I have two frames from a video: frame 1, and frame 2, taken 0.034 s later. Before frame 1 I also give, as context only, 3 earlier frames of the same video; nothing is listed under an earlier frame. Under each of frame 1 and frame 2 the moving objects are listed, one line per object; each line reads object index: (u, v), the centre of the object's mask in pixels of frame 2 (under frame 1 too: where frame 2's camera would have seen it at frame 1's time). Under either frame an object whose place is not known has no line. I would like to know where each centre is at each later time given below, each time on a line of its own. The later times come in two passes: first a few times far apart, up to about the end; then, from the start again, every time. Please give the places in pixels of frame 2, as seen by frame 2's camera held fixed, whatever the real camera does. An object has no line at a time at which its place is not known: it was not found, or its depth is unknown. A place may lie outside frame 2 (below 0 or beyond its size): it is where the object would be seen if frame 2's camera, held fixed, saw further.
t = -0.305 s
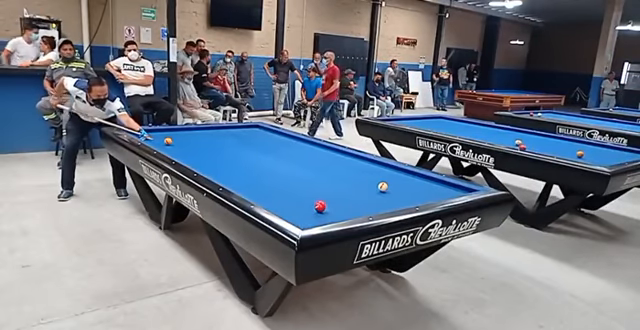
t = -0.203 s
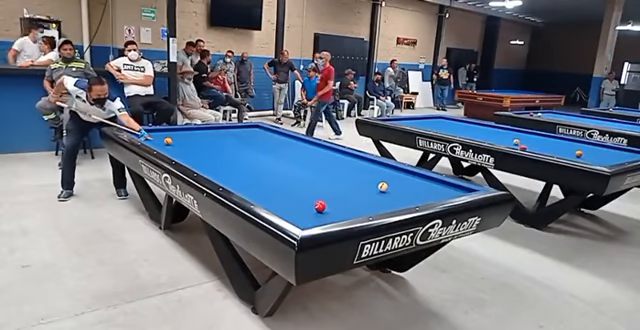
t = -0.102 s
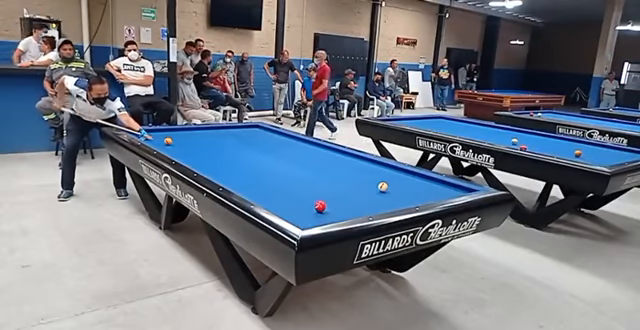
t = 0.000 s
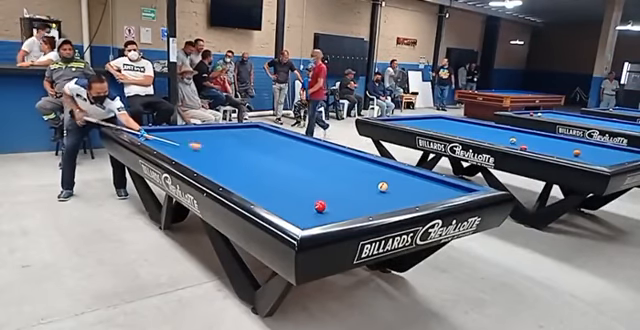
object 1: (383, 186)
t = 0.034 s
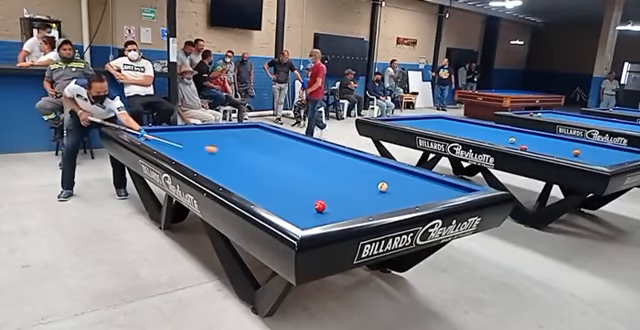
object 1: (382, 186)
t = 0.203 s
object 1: (382, 186)
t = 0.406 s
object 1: (386, 192)
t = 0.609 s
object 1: (382, 203)
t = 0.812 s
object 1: (347, 197)
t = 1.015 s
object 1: (316, 192)
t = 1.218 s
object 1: (286, 188)
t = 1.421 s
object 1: (258, 183)
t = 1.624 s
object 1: (232, 179)
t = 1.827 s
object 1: (212, 173)
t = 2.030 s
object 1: (211, 169)
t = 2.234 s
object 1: (210, 163)
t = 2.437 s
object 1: (209, 159)
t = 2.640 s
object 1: (207, 154)
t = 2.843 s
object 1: (206, 150)
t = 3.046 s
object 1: (205, 147)
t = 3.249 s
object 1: (204, 144)
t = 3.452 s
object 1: (203, 141)
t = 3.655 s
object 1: (203, 138)
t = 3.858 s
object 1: (202, 135)
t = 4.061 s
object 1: (201, 133)
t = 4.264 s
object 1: (200, 131)
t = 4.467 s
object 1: (199, 129)
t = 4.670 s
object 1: (201, 127)
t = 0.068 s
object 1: (382, 186)
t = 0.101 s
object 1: (383, 186)
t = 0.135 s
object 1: (382, 186)
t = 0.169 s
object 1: (382, 186)
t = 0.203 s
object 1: (382, 186)
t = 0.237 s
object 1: (383, 186)
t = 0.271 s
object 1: (383, 186)
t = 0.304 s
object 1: (383, 186)
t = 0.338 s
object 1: (383, 186)
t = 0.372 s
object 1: (384, 189)
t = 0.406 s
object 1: (386, 192)
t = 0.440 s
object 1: (388, 195)
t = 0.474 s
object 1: (391, 198)
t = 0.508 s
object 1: (393, 202)
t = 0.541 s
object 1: (395, 204)
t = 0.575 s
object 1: (389, 204)
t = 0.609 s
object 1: (382, 203)
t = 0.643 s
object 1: (376, 202)
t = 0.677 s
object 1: (369, 201)
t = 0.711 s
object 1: (363, 200)
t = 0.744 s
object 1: (358, 199)
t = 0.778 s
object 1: (352, 198)
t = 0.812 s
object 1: (347, 197)
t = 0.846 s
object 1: (342, 197)
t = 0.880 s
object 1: (336, 196)
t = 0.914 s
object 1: (331, 195)
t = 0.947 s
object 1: (326, 194)
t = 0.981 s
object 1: (321, 193)
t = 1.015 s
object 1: (316, 192)
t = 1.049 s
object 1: (311, 192)
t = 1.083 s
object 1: (306, 190)
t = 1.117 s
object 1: (301, 190)
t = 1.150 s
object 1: (296, 189)
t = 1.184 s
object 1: (291, 188)
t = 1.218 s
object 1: (286, 188)
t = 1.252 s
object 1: (282, 187)
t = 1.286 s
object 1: (277, 186)
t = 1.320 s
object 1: (272, 185)
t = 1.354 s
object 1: (267, 184)
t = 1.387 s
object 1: (263, 184)
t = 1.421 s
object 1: (258, 183)
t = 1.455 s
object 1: (254, 182)
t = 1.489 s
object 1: (250, 182)
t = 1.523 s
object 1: (245, 181)
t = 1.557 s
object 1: (241, 180)
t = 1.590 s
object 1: (236, 179)
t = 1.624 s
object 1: (232, 179)
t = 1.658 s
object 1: (228, 178)
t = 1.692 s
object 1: (224, 177)
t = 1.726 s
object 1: (219, 176)
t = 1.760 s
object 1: (215, 175)
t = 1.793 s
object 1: (213, 174)
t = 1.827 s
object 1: (212, 173)
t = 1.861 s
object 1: (213, 172)
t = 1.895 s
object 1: (212, 171)
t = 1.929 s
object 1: (212, 171)
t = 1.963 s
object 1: (212, 170)
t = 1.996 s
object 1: (211, 169)
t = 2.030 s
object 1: (211, 169)
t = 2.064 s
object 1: (211, 168)
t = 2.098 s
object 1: (211, 167)
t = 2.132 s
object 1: (210, 166)
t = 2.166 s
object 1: (210, 165)
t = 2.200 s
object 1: (210, 164)
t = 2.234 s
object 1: (210, 163)
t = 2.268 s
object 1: (210, 163)
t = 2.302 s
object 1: (209, 162)
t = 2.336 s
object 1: (209, 161)
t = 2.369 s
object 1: (209, 160)
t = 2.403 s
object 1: (209, 159)
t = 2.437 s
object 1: (209, 159)
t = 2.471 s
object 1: (208, 158)
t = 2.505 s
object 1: (208, 157)
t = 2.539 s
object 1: (208, 157)
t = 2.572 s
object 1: (208, 156)
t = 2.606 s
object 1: (208, 155)
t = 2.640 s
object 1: (207, 154)
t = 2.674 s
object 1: (207, 154)
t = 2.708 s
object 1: (207, 153)
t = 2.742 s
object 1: (207, 152)
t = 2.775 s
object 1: (206, 152)
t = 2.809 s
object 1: (207, 151)
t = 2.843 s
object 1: (206, 150)
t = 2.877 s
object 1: (206, 150)
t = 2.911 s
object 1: (206, 149)
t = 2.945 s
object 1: (206, 149)
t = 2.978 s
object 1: (206, 148)
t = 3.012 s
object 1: (205, 148)
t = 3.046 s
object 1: (205, 147)
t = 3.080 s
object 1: (205, 146)
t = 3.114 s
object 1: (205, 146)
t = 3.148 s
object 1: (205, 145)
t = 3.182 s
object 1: (204, 145)
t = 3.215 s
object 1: (204, 144)
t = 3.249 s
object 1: (204, 144)
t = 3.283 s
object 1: (204, 143)
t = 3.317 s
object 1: (204, 143)
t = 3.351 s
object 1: (204, 142)
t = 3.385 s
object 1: (203, 142)
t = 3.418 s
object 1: (204, 141)
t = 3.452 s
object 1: (203, 141)
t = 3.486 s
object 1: (203, 140)
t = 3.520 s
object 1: (203, 140)
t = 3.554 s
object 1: (203, 139)
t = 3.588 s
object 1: (203, 139)
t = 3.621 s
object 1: (203, 139)
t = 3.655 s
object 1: (203, 138)
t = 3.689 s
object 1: (202, 138)
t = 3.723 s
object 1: (202, 137)
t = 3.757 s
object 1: (202, 137)
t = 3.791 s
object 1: (202, 136)
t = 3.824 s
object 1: (202, 136)
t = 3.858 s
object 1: (202, 135)
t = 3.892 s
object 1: (202, 135)
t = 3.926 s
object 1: (201, 135)
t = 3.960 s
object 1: (201, 134)
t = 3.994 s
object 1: (201, 134)
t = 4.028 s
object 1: (201, 133)
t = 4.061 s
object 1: (201, 133)
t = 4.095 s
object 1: (201, 133)
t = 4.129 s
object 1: (201, 132)
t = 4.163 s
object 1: (201, 132)
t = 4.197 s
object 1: (200, 132)
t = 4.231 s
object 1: (200, 131)
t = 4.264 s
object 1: (200, 131)
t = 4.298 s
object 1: (200, 131)
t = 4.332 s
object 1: (200, 130)
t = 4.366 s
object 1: (200, 130)
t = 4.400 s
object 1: (200, 130)
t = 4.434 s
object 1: (199, 129)
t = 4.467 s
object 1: (199, 129)
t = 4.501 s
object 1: (199, 129)
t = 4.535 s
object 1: (199, 128)
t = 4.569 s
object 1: (199, 128)
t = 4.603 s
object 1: (199, 127)
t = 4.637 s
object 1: (200, 128)
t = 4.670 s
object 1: (201, 127)
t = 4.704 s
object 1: (202, 128)
